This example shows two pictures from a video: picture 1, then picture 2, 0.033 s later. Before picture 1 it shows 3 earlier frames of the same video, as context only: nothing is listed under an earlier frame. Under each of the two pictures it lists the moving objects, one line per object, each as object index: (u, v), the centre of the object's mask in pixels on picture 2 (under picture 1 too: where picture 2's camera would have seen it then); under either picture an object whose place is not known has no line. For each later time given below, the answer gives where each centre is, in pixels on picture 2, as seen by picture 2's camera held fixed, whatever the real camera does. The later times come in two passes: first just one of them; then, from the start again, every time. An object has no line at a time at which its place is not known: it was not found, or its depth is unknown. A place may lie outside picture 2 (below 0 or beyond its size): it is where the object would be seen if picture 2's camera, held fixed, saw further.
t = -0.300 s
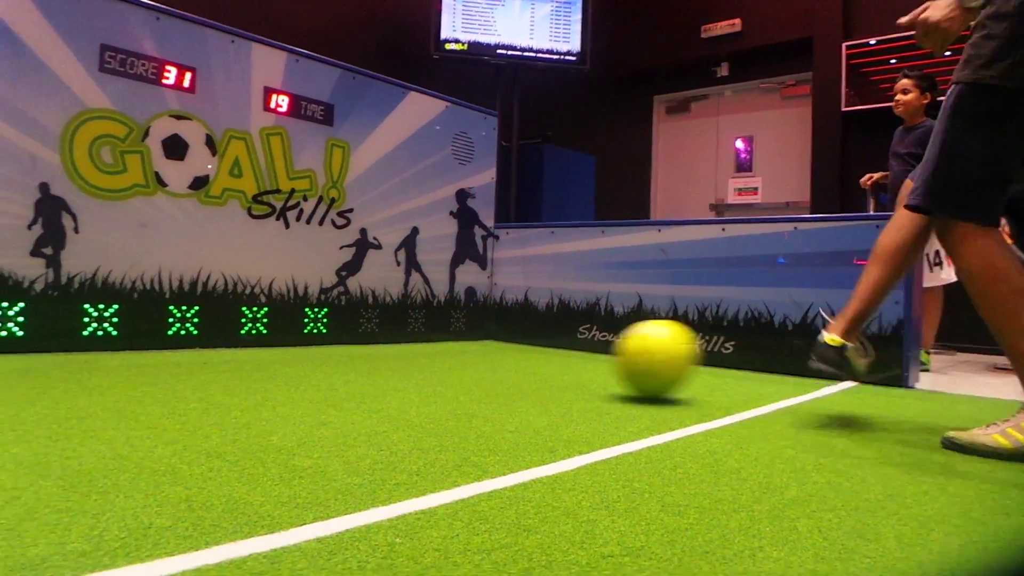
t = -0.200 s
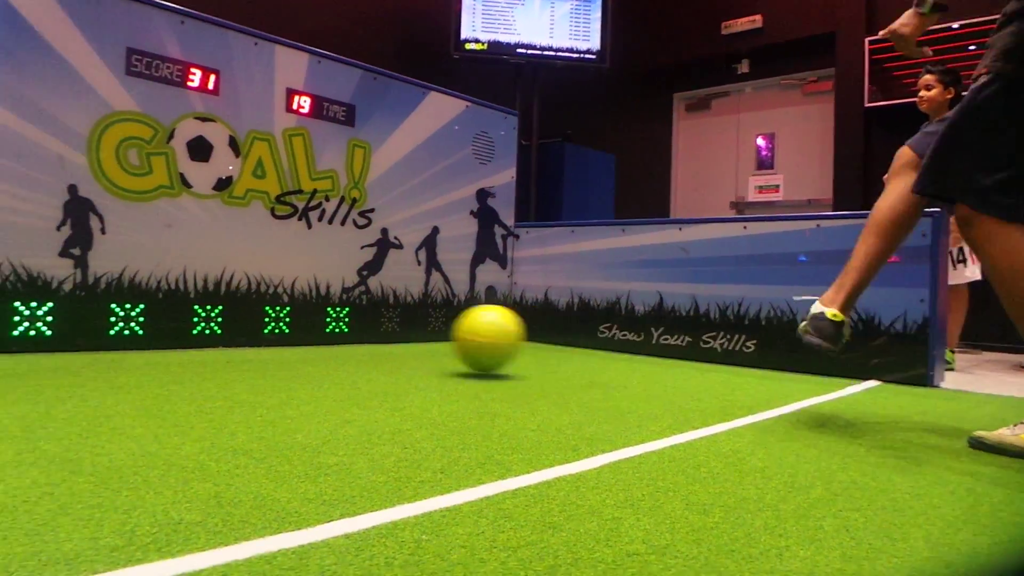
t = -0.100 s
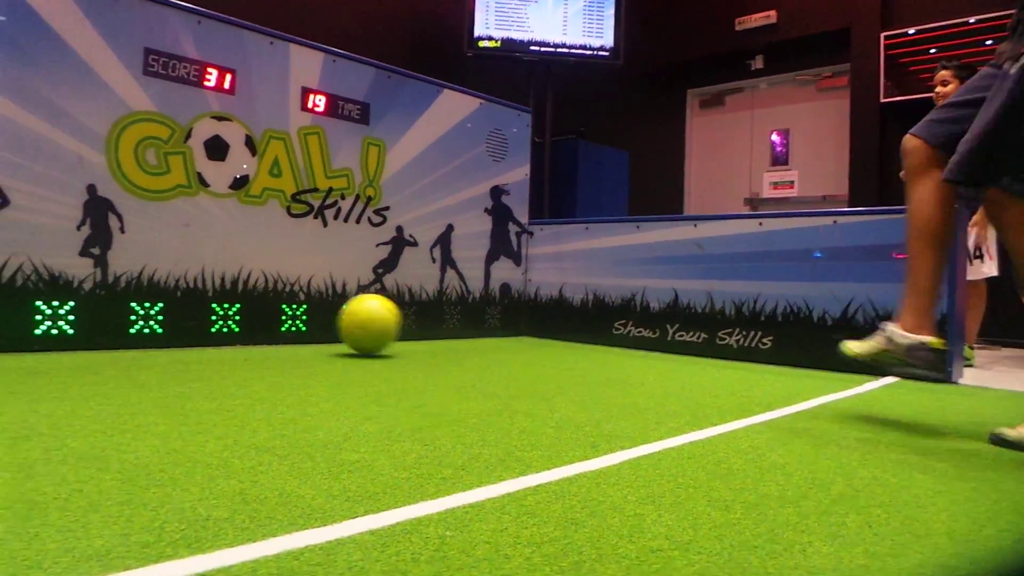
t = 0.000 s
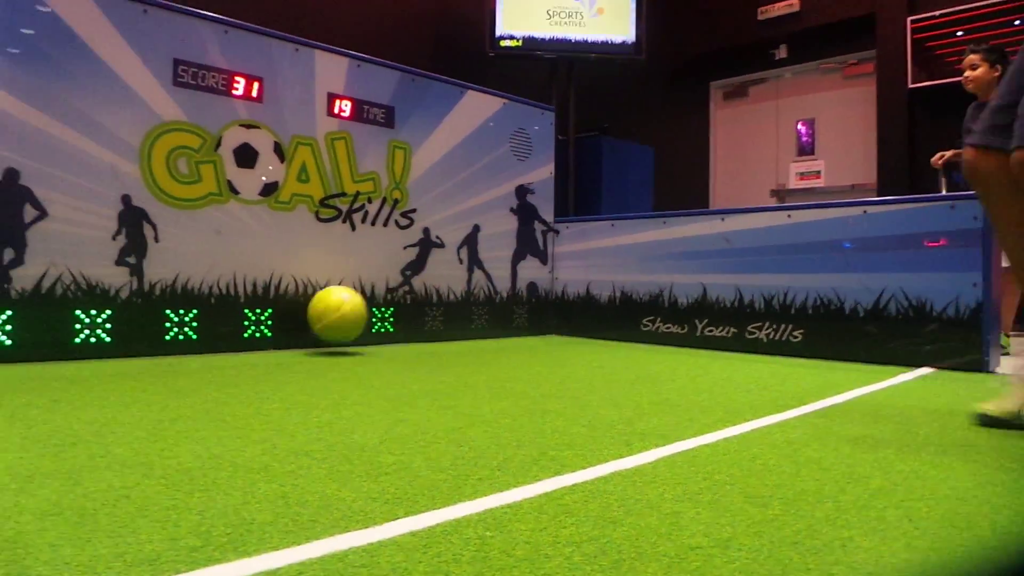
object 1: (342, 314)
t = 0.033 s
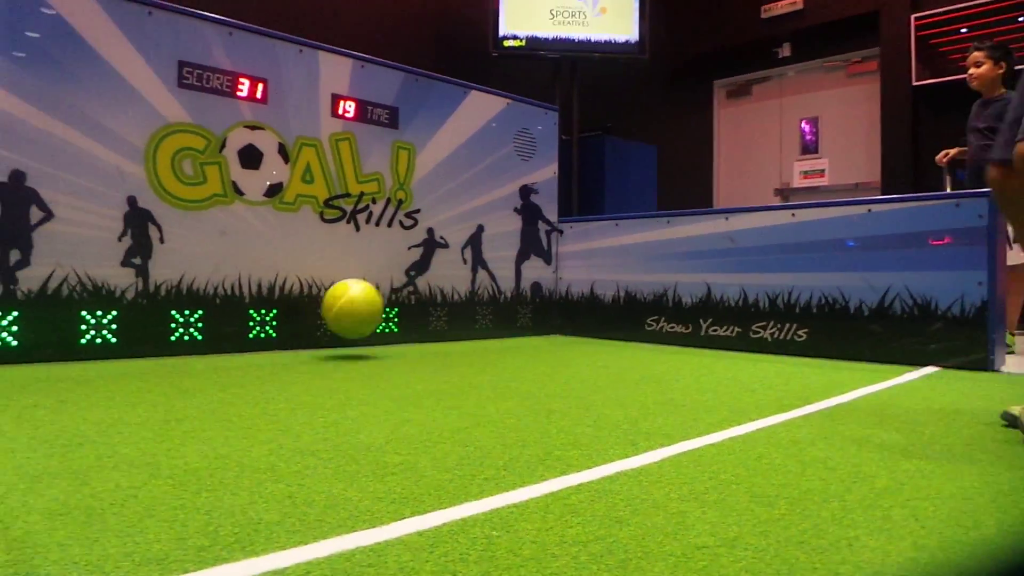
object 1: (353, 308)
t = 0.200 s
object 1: (421, 320)
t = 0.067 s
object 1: (364, 305)
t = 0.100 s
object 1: (377, 303)
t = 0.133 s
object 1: (391, 306)
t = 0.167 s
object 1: (406, 311)
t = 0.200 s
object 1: (421, 320)
